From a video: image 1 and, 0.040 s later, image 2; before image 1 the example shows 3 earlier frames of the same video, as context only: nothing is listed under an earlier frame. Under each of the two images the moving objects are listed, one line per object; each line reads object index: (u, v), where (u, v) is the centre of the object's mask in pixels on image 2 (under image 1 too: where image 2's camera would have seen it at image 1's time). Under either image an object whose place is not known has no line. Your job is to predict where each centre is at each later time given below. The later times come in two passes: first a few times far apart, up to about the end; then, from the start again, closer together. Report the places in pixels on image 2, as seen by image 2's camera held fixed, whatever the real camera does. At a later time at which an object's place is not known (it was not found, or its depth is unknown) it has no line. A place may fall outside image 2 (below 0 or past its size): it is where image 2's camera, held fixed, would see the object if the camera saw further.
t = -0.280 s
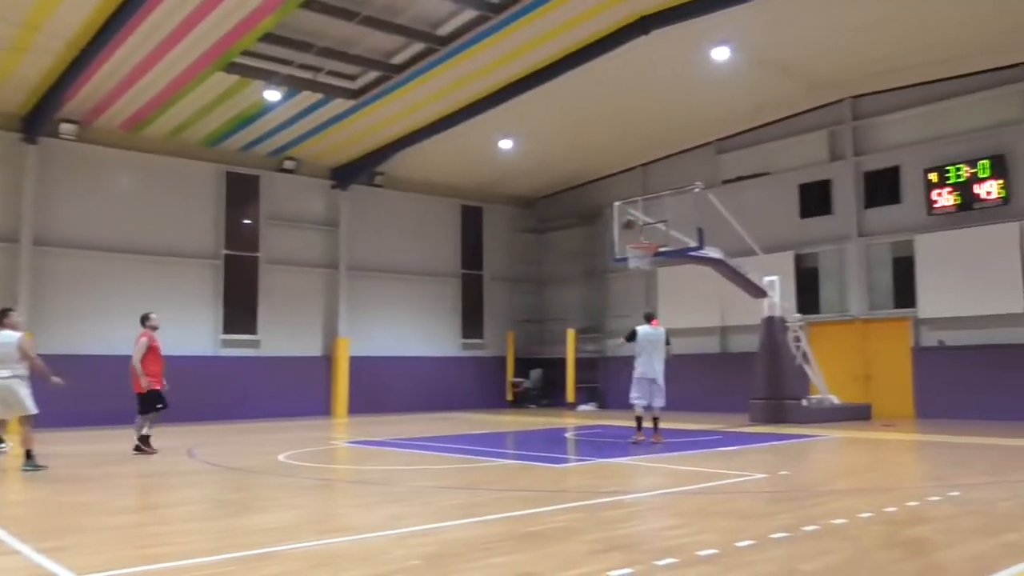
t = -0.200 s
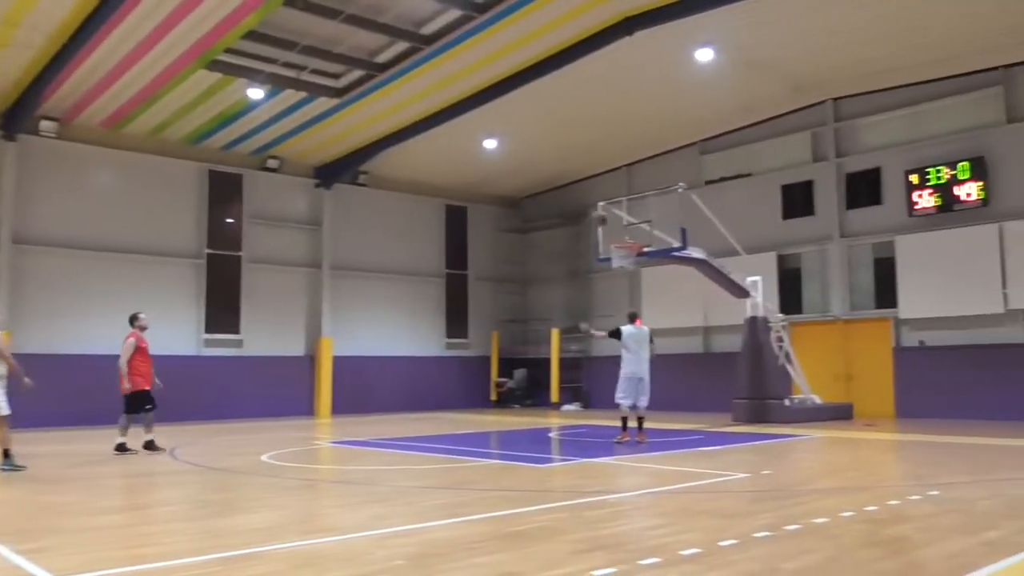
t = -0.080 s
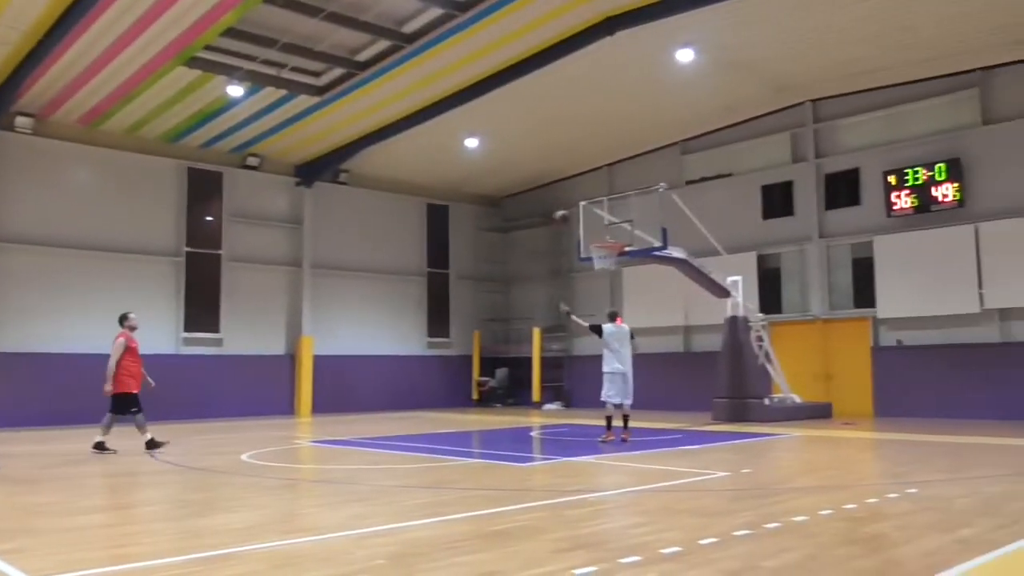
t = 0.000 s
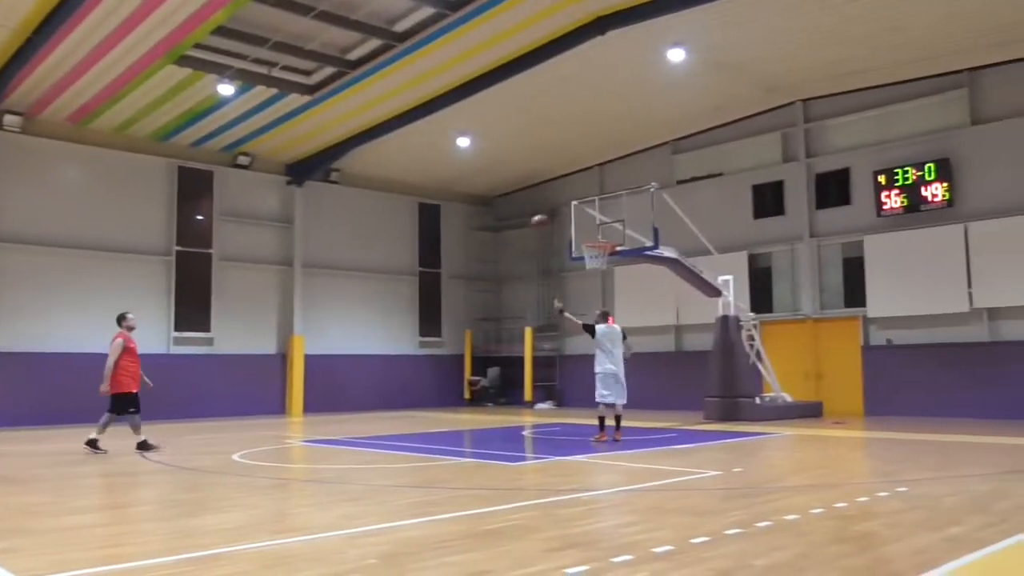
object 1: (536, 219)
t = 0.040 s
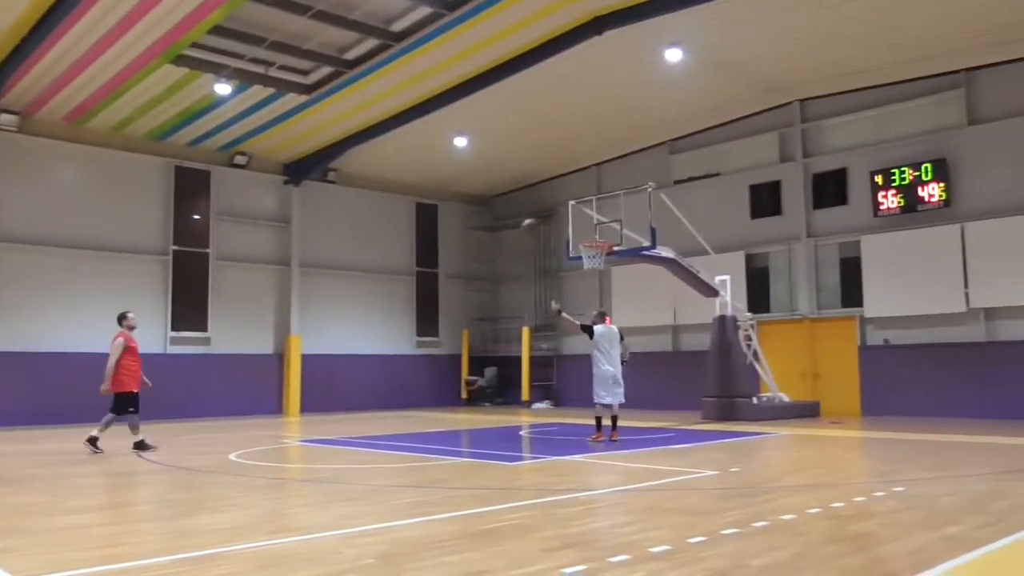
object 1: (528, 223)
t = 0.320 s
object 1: (477, 290)
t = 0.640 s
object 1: (408, 431)
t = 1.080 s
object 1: (284, 285)
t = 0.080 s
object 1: (522, 231)
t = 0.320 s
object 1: (477, 290)
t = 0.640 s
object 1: (408, 431)
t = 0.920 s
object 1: (334, 323)
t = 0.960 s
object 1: (322, 314)
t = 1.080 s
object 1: (284, 285)
